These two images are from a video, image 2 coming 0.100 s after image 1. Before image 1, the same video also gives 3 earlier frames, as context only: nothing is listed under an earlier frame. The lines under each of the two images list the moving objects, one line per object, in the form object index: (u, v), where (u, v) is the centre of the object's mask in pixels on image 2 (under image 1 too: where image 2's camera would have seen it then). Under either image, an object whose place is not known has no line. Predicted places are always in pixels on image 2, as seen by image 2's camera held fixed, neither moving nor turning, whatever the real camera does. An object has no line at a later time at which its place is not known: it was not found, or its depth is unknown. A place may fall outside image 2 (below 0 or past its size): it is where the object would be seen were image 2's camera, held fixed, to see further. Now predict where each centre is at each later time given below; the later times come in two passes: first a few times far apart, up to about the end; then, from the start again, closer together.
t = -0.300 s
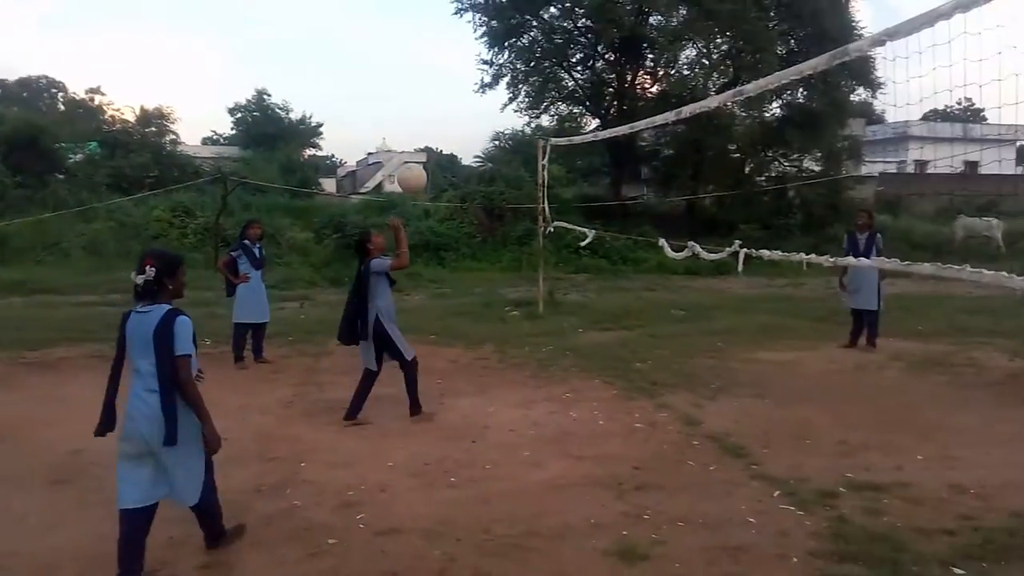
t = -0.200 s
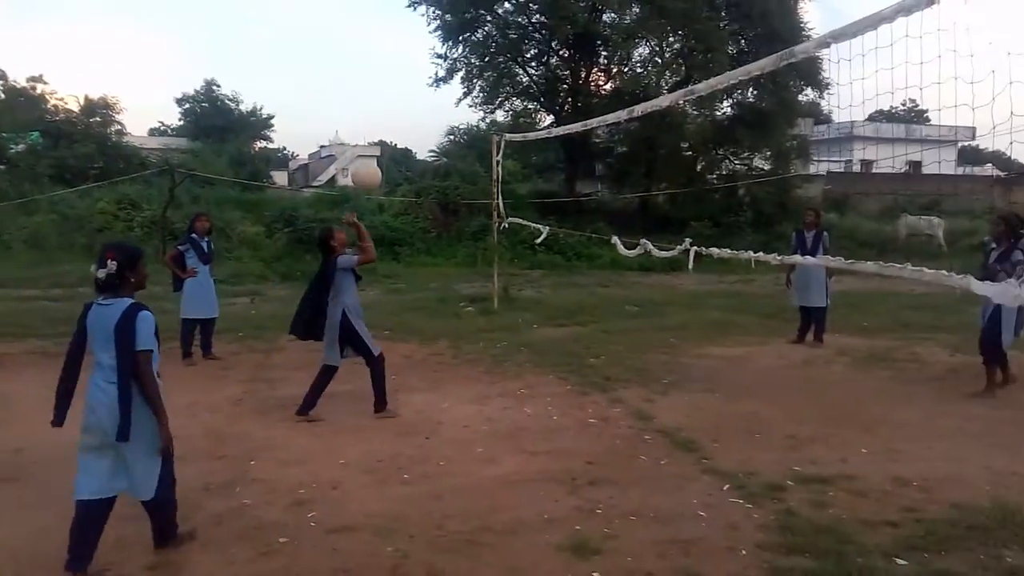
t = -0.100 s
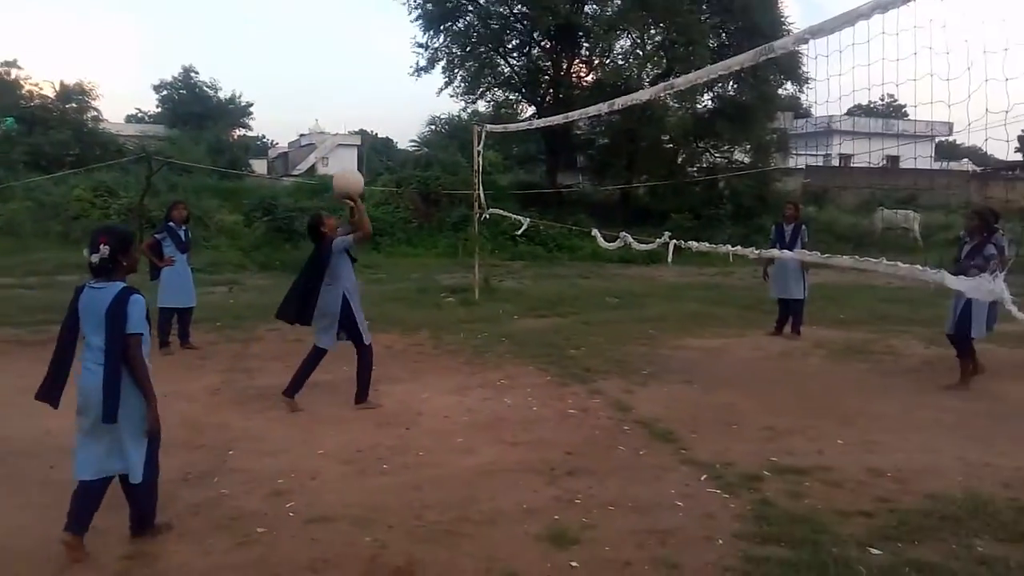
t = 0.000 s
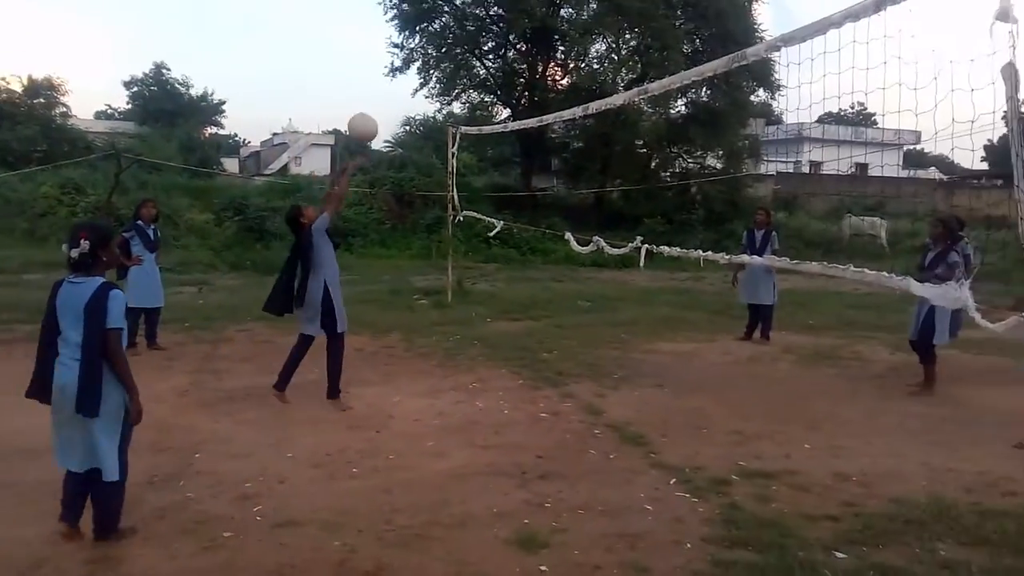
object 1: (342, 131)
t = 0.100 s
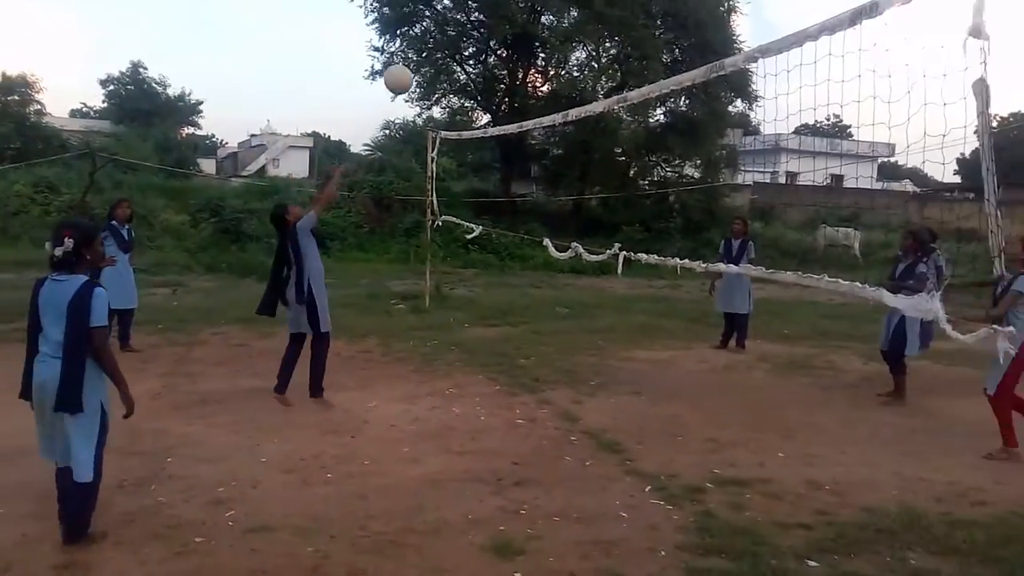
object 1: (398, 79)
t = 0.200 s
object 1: (450, 46)
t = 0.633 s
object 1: (631, 47)
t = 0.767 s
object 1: (673, 94)
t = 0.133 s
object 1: (416, 67)
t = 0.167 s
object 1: (433, 55)
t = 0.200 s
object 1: (450, 46)
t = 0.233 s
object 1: (467, 38)
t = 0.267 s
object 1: (483, 34)
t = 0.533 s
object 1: (593, 36)
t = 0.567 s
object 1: (607, 36)
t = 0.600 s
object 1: (620, 41)
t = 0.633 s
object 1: (631, 47)
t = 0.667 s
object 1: (641, 56)
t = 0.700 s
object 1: (652, 67)
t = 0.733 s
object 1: (662, 73)
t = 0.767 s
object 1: (673, 94)
